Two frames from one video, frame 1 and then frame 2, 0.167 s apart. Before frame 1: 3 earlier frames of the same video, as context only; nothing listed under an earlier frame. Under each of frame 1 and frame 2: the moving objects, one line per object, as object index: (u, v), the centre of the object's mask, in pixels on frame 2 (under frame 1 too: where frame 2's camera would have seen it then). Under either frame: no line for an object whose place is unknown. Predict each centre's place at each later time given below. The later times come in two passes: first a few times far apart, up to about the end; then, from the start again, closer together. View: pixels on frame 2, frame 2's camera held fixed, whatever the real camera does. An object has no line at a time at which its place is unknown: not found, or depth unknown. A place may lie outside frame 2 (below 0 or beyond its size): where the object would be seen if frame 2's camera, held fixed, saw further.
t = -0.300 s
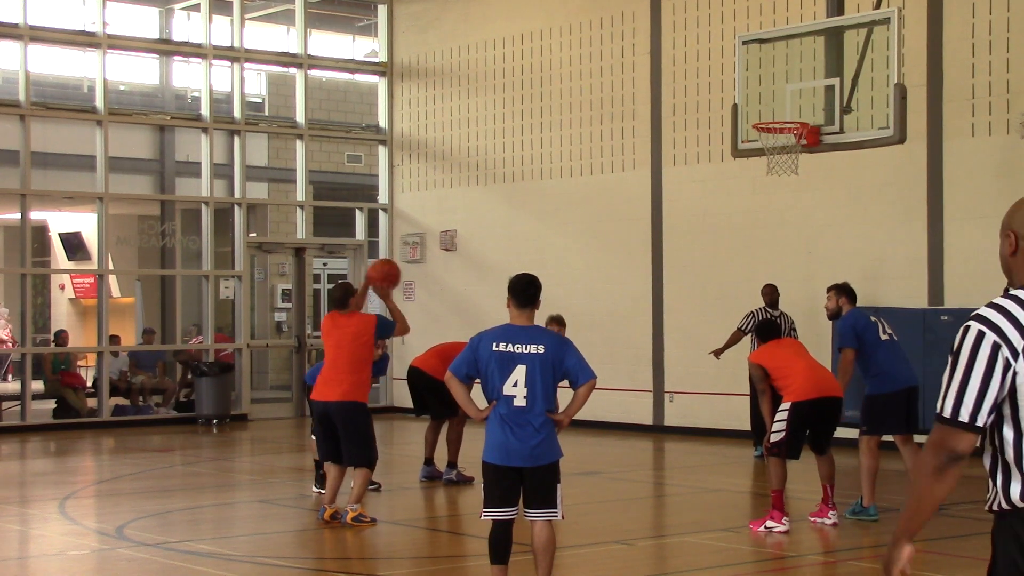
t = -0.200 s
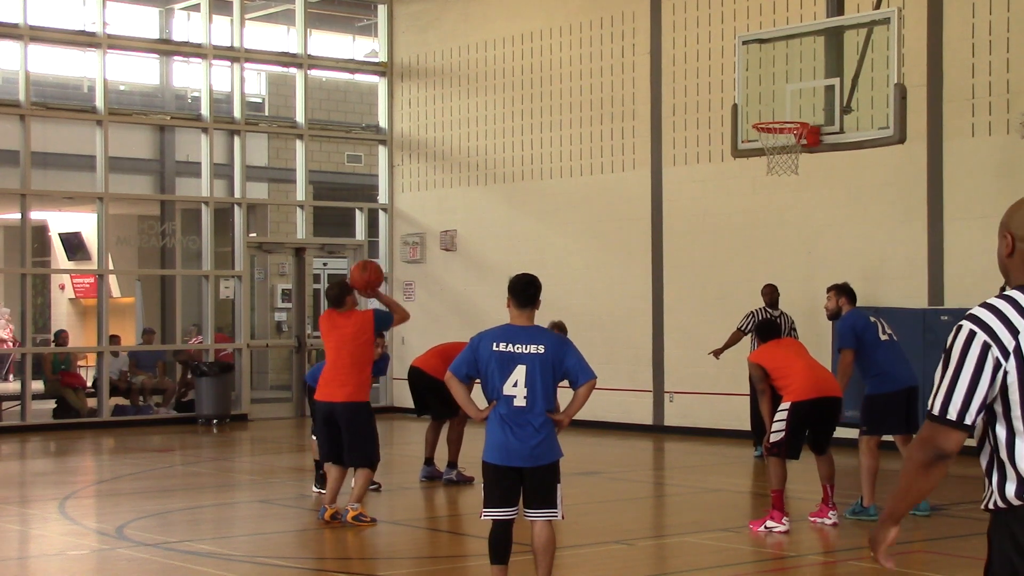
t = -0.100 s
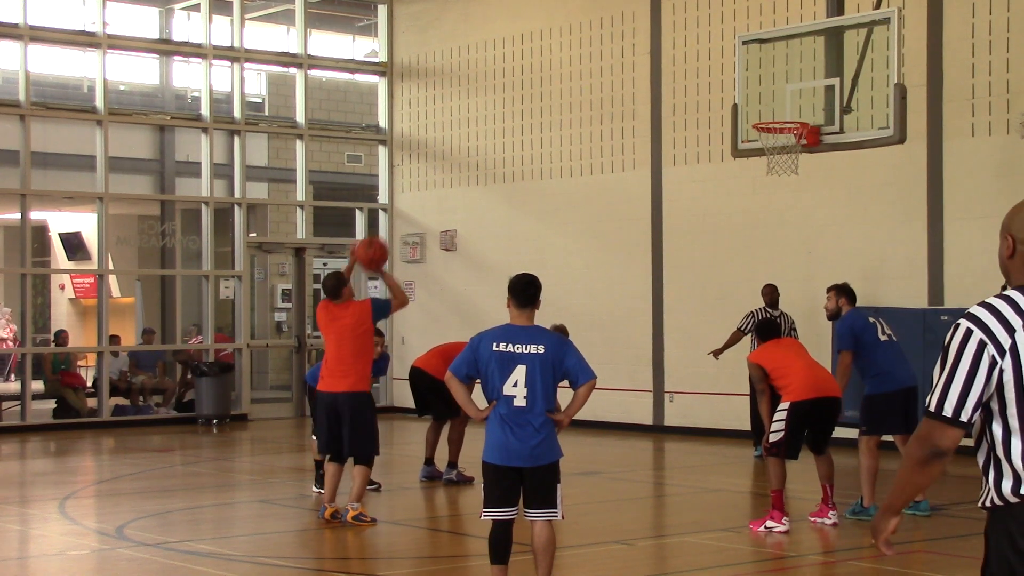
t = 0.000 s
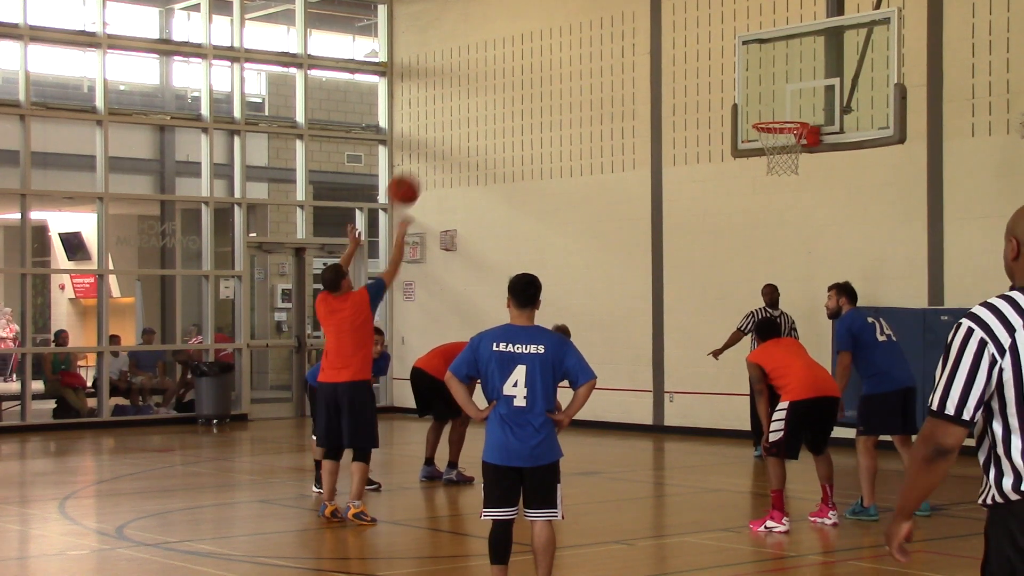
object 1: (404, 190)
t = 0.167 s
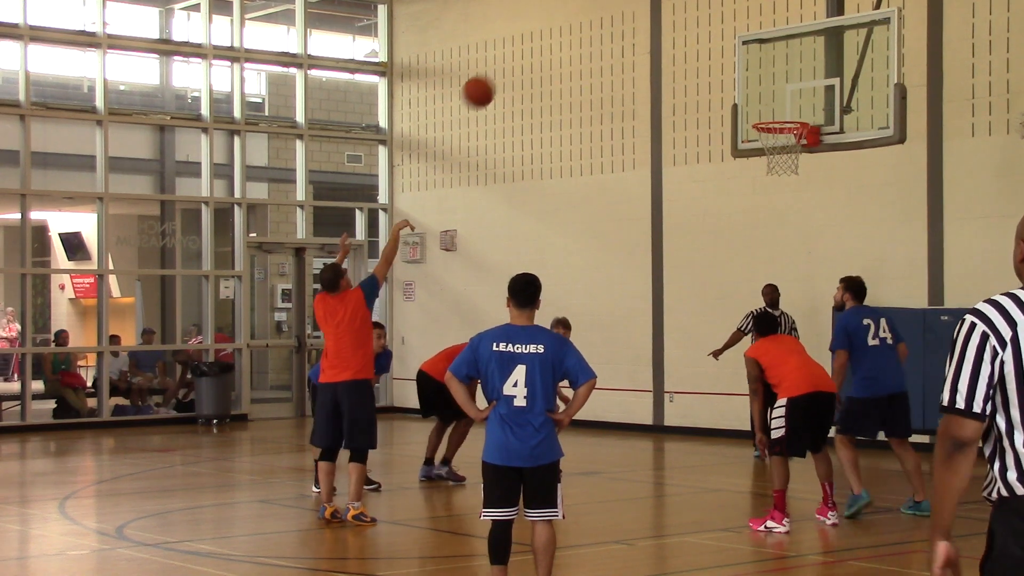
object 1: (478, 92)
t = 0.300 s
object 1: (535, 43)
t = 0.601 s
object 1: (652, 19)
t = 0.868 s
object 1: (746, 87)
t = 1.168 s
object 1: (813, 193)
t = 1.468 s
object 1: (853, 340)
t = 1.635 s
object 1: (875, 463)
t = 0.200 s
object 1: (493, 77)
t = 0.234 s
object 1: (507, 64)
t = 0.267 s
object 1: (521, 53)
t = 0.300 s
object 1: (535, 43)
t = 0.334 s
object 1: (549, 35)
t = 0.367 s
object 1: (562, 27)
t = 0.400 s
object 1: (576, 22)
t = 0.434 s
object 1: (588, 18)
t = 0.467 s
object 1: (601, 16)
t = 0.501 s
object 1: (614, 15)
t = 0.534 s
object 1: (627, 15)
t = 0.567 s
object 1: (639, 16)
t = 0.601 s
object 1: (652, 19)
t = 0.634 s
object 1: (664, 23)
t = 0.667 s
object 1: (676, 29)
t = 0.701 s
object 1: (688, 36)
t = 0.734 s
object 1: (700, 44)
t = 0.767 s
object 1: (712, 53)
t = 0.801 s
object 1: (723, 63)
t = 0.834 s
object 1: (735, 75)
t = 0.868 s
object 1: (746, 87)
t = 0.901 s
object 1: (757, 101)
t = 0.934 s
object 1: (769, 113)
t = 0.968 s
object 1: (779, 133)
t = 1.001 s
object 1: (789, 148)
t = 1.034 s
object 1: (796, 157)
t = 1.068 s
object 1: (800, 165)
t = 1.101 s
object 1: (805, 173)
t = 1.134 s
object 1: (809, 182)
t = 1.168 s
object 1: (813, 193)
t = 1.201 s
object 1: (817, 204)
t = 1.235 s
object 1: (822, 217)
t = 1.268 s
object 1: (826, 231)
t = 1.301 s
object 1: (831, 247)
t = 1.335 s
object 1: (835, 263)
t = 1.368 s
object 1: (839, 280)
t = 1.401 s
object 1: (844, 300)
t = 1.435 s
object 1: (848, 320)
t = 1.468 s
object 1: (853, 340)
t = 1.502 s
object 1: (858, 363)
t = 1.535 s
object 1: (861, 386)
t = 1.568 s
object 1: (866, 411)
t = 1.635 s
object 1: (875, 463)
